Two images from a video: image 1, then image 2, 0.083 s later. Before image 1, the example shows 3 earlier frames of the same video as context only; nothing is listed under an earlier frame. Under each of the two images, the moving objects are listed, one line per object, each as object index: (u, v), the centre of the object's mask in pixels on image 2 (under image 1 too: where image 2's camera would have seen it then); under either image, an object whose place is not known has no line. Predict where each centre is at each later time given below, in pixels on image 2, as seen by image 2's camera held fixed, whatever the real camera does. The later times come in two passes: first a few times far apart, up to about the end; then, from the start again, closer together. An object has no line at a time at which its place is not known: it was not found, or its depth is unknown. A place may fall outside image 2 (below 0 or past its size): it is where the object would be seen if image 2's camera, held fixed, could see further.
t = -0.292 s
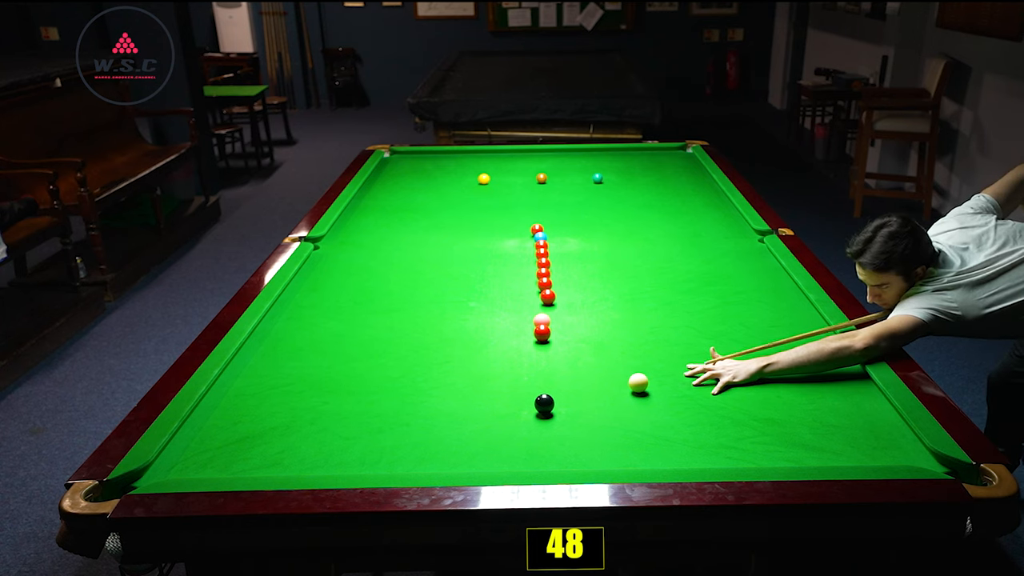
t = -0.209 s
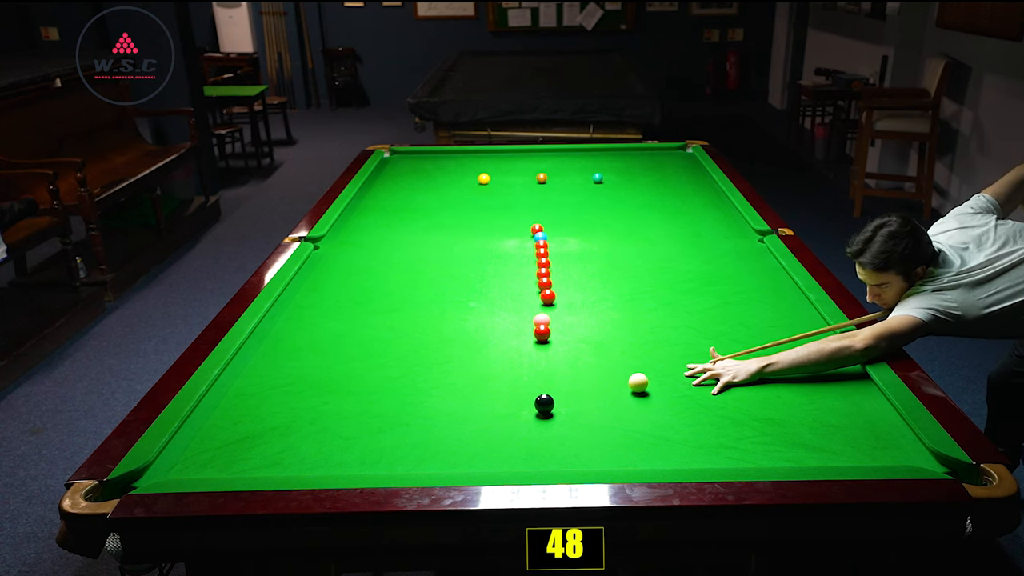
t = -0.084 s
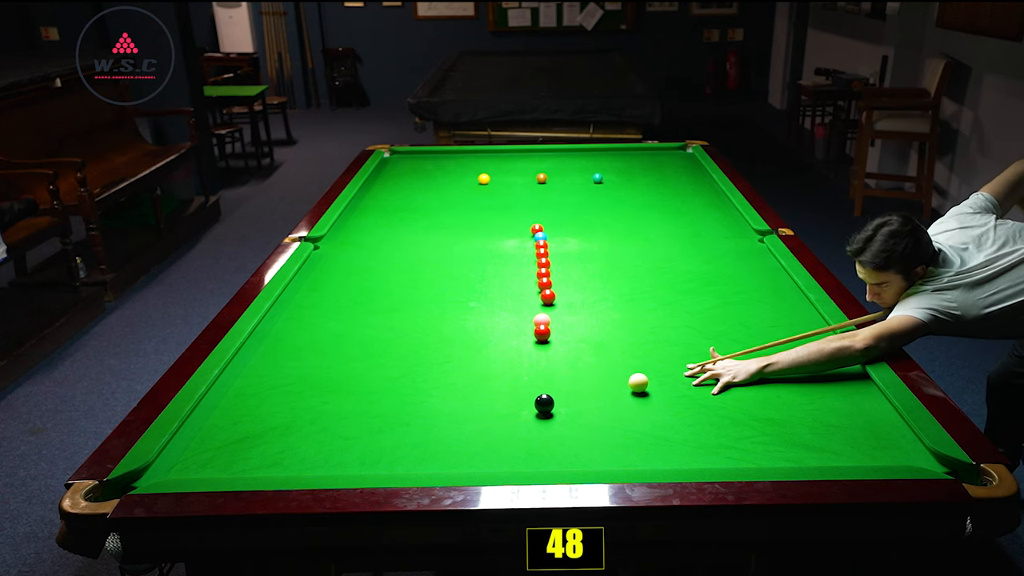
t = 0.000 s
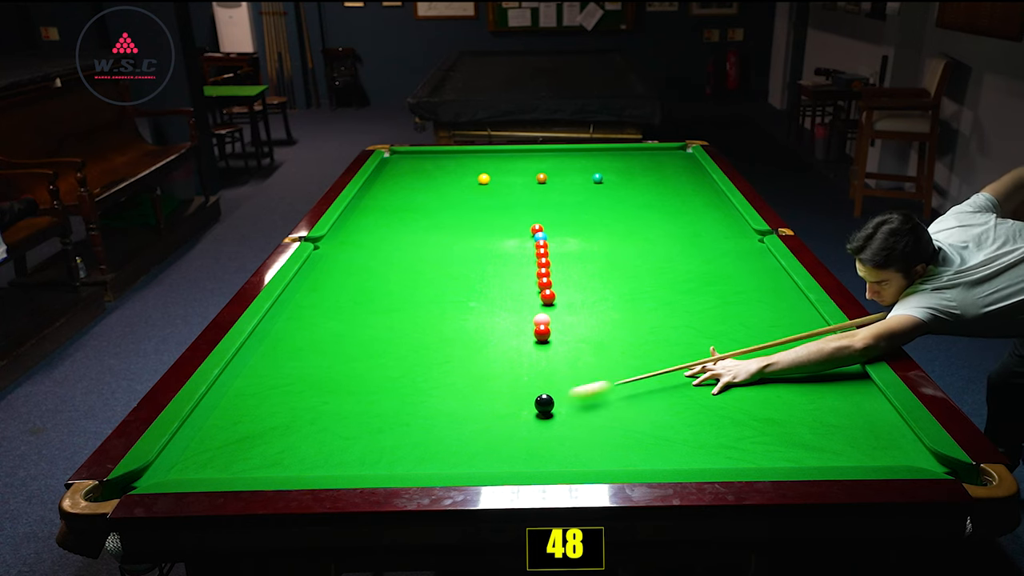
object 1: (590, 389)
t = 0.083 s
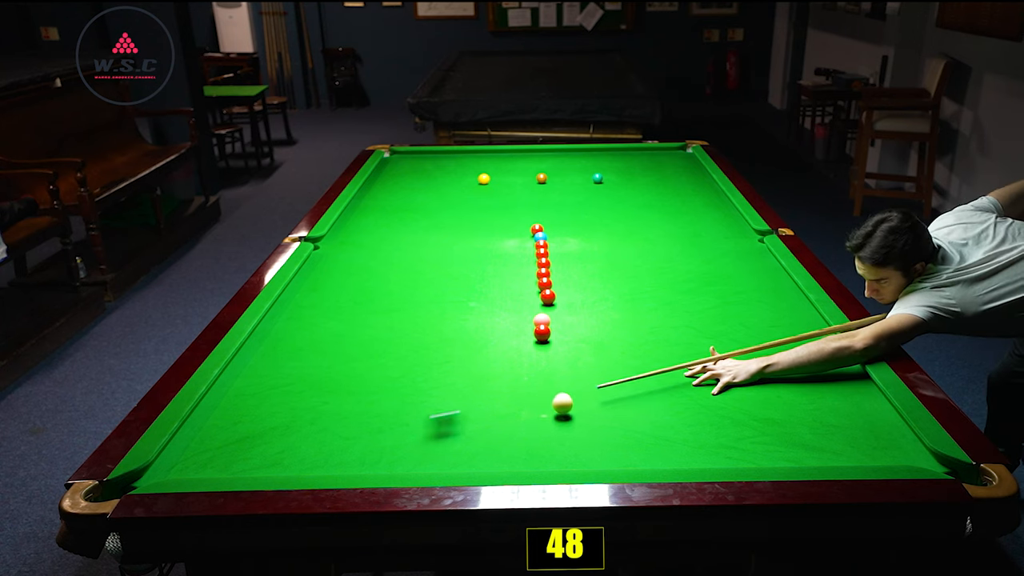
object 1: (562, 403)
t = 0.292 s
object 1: (540, 425)
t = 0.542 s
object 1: (472, 456)
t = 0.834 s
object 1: (408, 454)
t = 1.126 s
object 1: (360, 434)
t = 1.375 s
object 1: (323, 419)
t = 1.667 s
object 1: (286, 404)
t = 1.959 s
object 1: (253, 390)
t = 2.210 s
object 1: (228, 380)
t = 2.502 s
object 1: (253, 370)
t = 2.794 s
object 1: (279, 363)
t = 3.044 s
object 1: (299, 357)
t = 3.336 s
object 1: (319, 352)
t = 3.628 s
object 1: (336, 348)
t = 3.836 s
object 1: (348, 345)
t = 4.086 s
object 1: (372, 339)
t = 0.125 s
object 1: (561, 407)
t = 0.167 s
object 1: (558, 412)
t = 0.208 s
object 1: (554, 415)
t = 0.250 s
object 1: (548, 420)
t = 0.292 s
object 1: (540, 425)
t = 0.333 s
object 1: (530, 429)
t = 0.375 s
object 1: (519, 434)
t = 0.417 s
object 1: (507, 440)
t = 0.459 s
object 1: (496, 445)
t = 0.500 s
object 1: (484, 451)
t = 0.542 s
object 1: (472, 456)
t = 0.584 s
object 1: (460, 461)
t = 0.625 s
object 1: (448, 464)
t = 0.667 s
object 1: (437, 464)
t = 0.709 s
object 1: (430, 462)
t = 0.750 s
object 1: (422, 460)
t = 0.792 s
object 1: (415, 458)
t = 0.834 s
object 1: (408, 454)
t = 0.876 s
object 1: (400, 451)
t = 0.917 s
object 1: (393, 448)
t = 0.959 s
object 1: (386, 445)
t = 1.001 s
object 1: (379, 443)
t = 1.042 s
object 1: (373, 440)
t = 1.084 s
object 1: (366, 437)
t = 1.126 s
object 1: (360, 434)
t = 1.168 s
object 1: (353, 432)
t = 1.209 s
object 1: (347, 429)
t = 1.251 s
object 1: (341, 427)
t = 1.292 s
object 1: (335, 424)
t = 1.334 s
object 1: (329, 422)
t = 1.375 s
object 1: (323, 419)
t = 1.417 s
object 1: (318, 417)
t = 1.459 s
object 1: (312, 415)
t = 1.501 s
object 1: (307, 412)
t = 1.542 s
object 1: (302, 410)
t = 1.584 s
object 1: (296, 408)
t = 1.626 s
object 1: (291, 406)
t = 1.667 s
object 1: (286, 404)
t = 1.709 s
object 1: (281, 402)
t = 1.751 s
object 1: (276, 399)
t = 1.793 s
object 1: (271, 398)
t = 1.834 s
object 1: (267, 396)
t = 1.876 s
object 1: (262, 394)
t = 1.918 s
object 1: (257, 392)
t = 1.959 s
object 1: (253, 390)
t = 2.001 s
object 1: (248, 388)
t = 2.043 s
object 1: (244, 387)
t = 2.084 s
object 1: (240, 385)
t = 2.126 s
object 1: (236, 383)
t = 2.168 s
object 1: (232, 382)
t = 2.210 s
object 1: (228, 380)
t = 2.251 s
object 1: (226, 378)
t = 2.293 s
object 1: (231, 377)
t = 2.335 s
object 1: (235, 376)
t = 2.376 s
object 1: (240, 375)
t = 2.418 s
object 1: (244, 373)
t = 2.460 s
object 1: (248, 372)
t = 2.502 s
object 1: (253, 370)
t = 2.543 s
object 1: (256, 370)
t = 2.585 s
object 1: (260, 369)
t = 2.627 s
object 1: (264, 367)
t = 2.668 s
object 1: (268, 366)
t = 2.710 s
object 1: (272, 365)
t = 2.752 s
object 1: (276, 364)
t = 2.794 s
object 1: (279, 363)
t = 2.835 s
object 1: (283, 362)
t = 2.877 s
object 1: (286, 361)
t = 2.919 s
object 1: (289, 360)
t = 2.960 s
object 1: (293, 359)
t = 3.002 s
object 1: (296, 358)
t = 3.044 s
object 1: (299, 357)
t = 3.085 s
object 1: (302, 356)
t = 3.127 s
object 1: (305, 356)
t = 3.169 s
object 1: (308, 355)
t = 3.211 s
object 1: (311, 354)
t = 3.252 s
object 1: (314, 353)
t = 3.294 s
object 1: (317, 352)
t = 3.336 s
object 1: (319, 352)
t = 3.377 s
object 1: (322, 351)
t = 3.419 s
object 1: (325, 350)
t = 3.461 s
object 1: (327, 350)
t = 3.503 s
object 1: (329, 349)
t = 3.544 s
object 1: (332, 348)
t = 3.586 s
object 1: (334, 348)
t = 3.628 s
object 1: (336, 348)
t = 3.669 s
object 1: (338, 347)
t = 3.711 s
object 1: (341, 346)
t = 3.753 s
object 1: (343, 346)
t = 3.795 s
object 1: (345, 346)
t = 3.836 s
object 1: (348, 345)
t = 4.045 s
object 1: (369, 339)
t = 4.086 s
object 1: (372, 339)
